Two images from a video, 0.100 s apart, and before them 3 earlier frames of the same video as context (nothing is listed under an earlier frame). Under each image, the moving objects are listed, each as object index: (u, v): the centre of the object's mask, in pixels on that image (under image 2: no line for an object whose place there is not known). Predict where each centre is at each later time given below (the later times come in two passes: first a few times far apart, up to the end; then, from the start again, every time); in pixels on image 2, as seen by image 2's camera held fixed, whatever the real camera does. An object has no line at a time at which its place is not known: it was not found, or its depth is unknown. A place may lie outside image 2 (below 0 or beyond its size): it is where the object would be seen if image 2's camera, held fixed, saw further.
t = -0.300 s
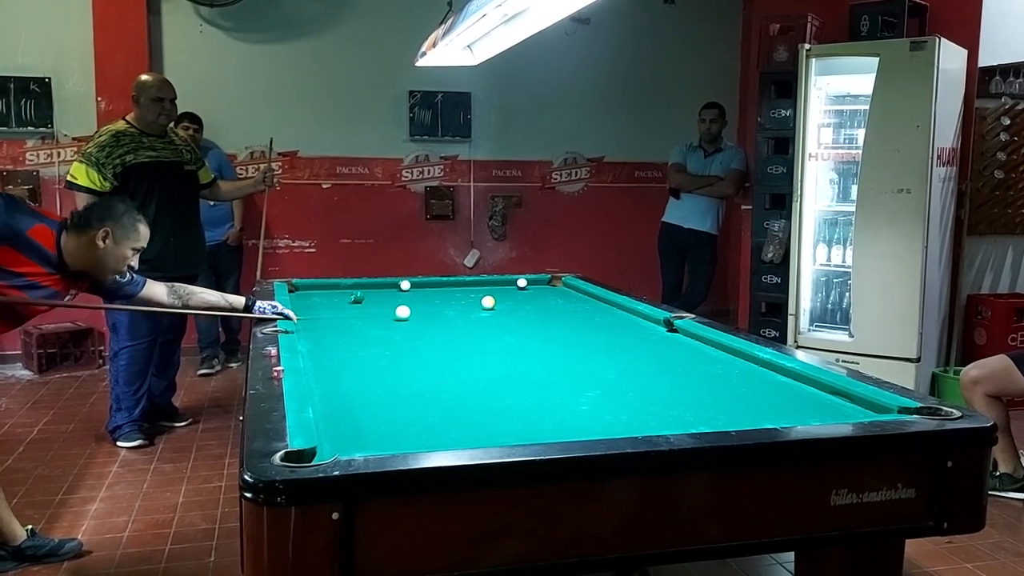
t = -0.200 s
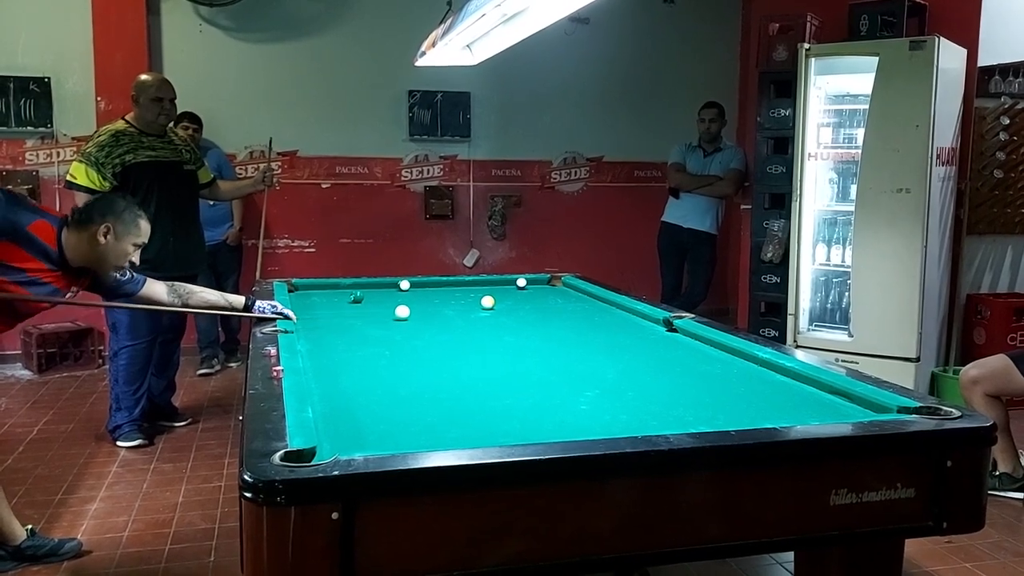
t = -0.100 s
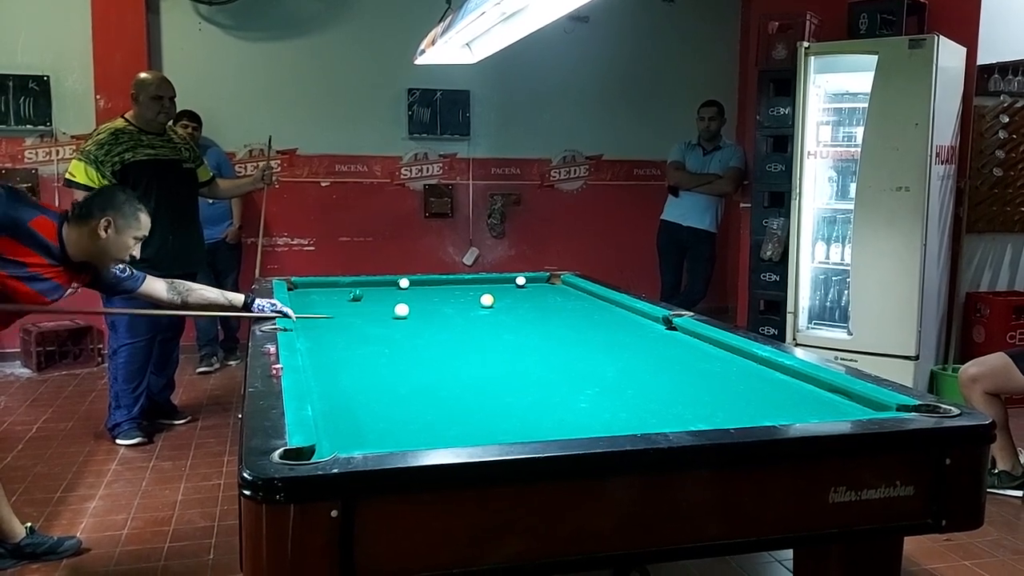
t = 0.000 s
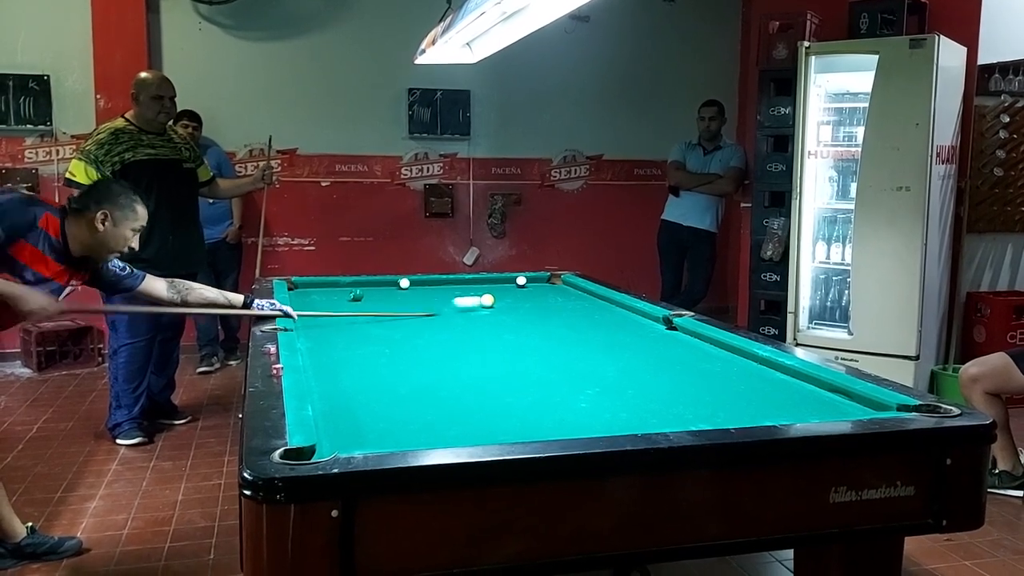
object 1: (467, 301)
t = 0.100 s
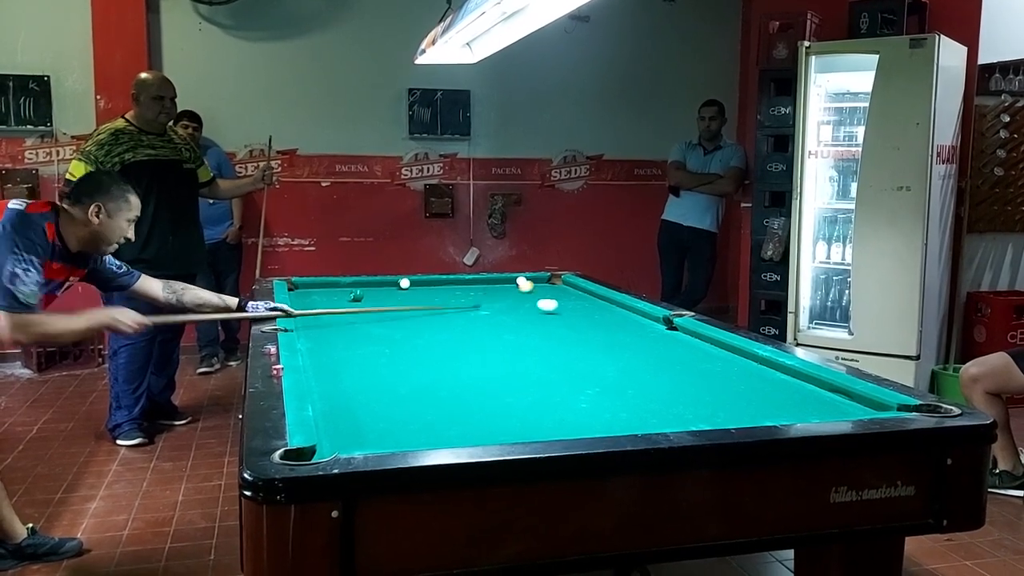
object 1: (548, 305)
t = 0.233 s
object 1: (637, 312)
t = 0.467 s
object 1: (583, 336)
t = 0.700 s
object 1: (512, 367)
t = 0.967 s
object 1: (394, 420)
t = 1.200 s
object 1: (376, 439)
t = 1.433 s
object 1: (419, 426)
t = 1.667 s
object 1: (455, 411)
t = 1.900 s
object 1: (484, 399)
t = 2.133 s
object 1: (510, 388)
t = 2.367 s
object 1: (532, 378)
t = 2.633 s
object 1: (555, 369)
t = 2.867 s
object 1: (572, 362)
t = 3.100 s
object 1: (586, 356)
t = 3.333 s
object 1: (599, 350)
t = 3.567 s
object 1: (611, 346)
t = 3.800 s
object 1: (621, 342)
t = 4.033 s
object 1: (630, 339)
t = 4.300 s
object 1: (638, 335)
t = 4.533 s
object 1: (644, 333)
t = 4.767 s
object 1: (649, 331)
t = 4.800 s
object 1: (649, 331)
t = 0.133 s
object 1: (572, 306)
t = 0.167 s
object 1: (595, 308)
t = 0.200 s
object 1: (618, 310)
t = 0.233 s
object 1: (637, 312)
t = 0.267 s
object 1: (629, 315)
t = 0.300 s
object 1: (622, 318)
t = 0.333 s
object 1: (614, 322)
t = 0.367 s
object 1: (607, 325)
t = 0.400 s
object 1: (599, 329)
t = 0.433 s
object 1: (591, 332)
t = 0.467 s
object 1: (583, 336)
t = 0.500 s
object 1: (574, 339)
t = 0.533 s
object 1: (565, 344)
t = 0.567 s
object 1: (556, 348)
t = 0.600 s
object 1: (546, 352)
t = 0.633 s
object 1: (535, 357)
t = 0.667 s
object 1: (524, 362)
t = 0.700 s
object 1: (512, 367)
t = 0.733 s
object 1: (500, 372)
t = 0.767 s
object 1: (487, 378)
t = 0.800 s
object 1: (474, 384)
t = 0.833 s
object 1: (460, 391)
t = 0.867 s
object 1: (444, 398)
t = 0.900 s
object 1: (429, 404)
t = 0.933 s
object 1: (412, 412)
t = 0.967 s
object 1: (394, 420)
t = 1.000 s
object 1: (374, 430)
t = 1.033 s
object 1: (354, 435)
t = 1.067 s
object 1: (331, 444)
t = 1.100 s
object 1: (341, 445)
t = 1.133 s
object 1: (359, 444)
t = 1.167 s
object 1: (368, 442)
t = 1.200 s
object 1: (376, 439)
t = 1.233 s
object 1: (383, 438)
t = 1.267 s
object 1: (389, 436)
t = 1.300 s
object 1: (396, 434)
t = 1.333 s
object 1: (402, 433)
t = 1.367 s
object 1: (408, 431)
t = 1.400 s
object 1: (414, 429)
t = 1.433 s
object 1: (419, 426)
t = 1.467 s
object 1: (425, 424)
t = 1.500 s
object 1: (430, 422)
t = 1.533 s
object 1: (436, 420)
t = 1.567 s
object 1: (441, 417)
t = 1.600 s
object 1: (446, 415)
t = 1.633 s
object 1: (450, 413)
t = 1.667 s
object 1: (455, 411)
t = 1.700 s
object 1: (459, 409)
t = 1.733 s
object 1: (464, 407)
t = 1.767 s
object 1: (468, 406)
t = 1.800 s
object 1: (472, 404)
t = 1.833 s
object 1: (476, 402)
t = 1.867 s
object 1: (480, 400)
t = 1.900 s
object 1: (484, 399)
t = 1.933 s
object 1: (488, 397)
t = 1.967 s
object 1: (492, 395)
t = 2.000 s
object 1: (496, 393)
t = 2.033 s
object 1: (500, 392)
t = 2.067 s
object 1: (503, 391)
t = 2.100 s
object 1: (507, 389)
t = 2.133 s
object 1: (510, 388)
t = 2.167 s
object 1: (514, 386)
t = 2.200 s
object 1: (517, 385)
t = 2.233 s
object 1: (520, 383)
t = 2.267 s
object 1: (524, 382)
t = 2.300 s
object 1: (527, 381)
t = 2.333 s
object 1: (530, 379)
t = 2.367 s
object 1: (532, 378)
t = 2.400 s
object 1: (535, 377)
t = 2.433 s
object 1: (539, 376)
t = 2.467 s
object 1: (541, 375)
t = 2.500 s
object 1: (544, 374)
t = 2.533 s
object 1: (547, 372)
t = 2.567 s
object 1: (549, 371)
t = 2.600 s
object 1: (552, 370)
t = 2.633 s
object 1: (555, 369)
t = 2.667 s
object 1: (557, 368)
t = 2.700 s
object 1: (560, 367)
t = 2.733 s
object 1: (562, 366)
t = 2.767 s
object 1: (565, 365)
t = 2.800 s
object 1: (567, 364)
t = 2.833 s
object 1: (569, 363)
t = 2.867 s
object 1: (572, 362)
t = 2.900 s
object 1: (574, 361)
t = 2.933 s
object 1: (576, 360)
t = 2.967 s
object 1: (578, 359)
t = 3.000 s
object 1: (580, 358)
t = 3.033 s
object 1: (582, 358)
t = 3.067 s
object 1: (584, 357)
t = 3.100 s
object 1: (586, 356)
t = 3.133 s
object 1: (588, 355)
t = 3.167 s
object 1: (590, 354)
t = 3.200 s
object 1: (592, 353)
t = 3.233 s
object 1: (593, 352)
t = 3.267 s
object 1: (595, 352)
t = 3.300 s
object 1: (597, 351)
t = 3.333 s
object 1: (599, 350)
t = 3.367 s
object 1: (601, 349)
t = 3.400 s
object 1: (602, 349)
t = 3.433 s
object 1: (604, 348)
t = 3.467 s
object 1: (606, 348)
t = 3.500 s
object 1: (608, 347)
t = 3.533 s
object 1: (609, 346)
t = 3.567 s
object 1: (611, 346)
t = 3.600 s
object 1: (613, 345)
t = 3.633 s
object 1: (614, 345)
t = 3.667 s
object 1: (615, 344)
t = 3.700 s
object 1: (617, 343)
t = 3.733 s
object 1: (618, 343)
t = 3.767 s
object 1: (620, 343)
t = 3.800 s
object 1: (621, 342)
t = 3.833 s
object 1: (622, 342)
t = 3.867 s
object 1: (624, 341)
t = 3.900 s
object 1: (625, 340)
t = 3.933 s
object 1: (626, 340)
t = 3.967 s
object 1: (627, 340)
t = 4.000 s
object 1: (629, 339)
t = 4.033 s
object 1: (630, 339)
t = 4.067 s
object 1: (631, 338)
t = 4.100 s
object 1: (632, 338)
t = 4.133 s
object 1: (633, 337)
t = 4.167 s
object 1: (634, 337)
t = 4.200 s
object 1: (635, 336)
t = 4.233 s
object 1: (636, 336)
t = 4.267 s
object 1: (637, 335)
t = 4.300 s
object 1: (638, 335)
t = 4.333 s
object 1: (639, 335)
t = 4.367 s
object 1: (640, 335)
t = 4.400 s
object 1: (641, 334)
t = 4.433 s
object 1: (641, 334)
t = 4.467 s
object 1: (642, 334)
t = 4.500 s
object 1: (643, 334)
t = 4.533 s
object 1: (644, 333)
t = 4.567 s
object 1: (645, 333)
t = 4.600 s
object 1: (645, 333)
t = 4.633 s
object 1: (646, 332)
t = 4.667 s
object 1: (647, 332)
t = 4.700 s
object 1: (647, 332)
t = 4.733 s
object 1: (648, 332)
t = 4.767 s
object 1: (649, 331)
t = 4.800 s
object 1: (649, 331)
